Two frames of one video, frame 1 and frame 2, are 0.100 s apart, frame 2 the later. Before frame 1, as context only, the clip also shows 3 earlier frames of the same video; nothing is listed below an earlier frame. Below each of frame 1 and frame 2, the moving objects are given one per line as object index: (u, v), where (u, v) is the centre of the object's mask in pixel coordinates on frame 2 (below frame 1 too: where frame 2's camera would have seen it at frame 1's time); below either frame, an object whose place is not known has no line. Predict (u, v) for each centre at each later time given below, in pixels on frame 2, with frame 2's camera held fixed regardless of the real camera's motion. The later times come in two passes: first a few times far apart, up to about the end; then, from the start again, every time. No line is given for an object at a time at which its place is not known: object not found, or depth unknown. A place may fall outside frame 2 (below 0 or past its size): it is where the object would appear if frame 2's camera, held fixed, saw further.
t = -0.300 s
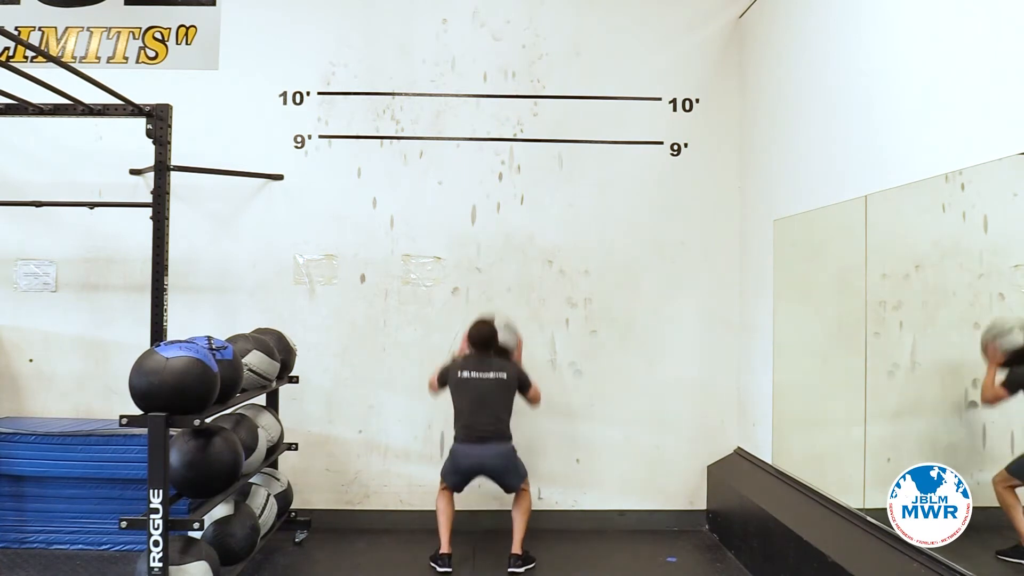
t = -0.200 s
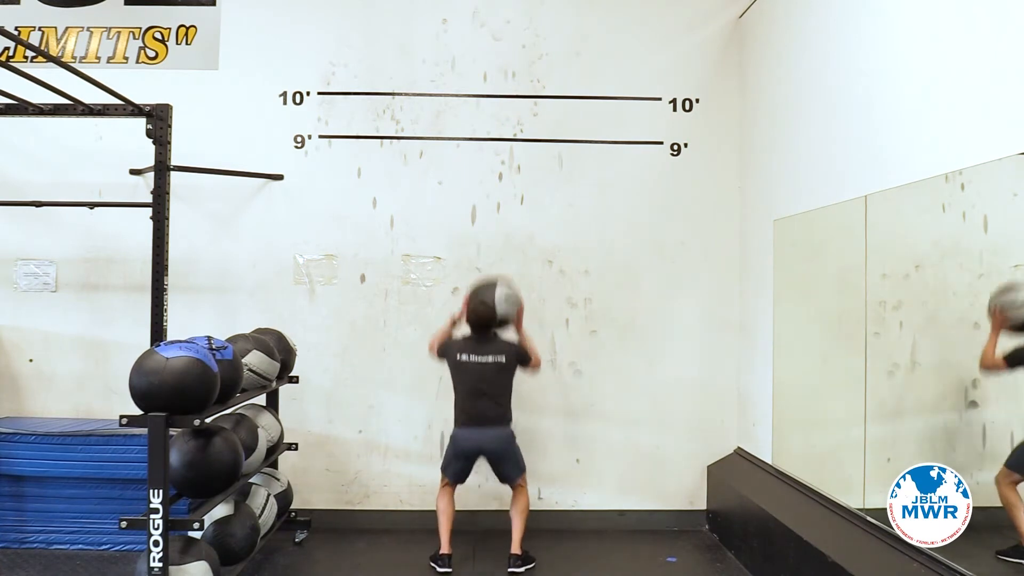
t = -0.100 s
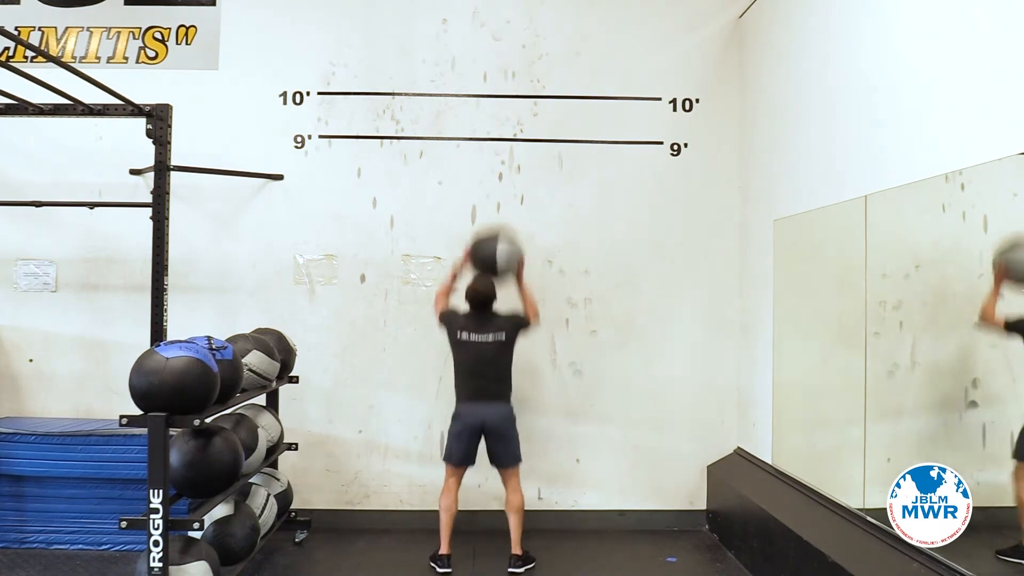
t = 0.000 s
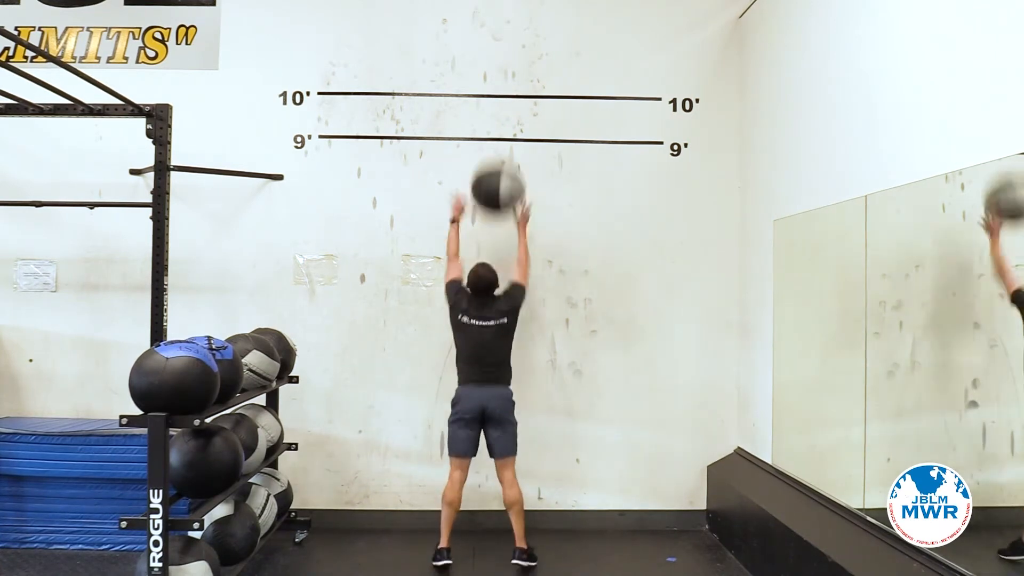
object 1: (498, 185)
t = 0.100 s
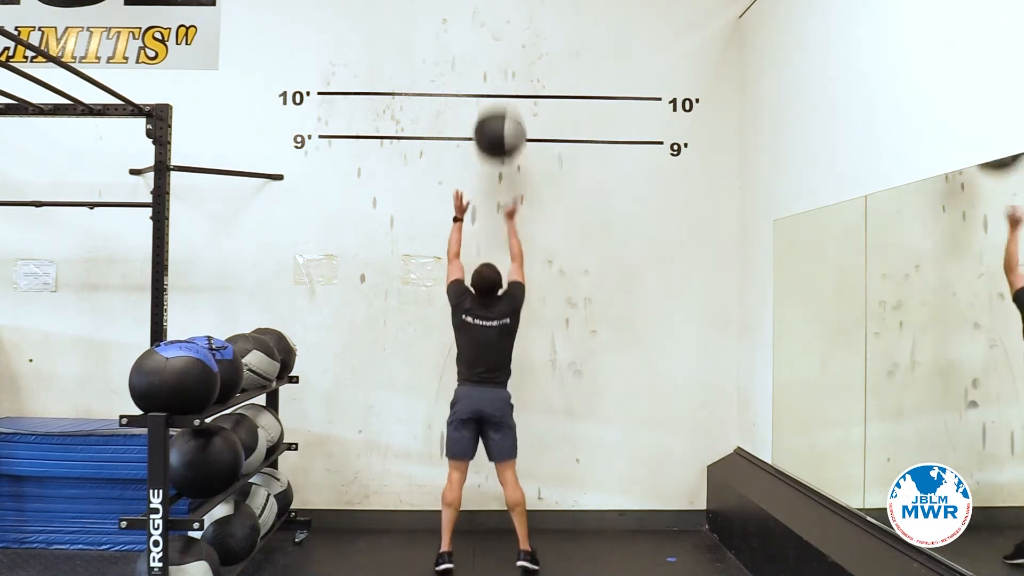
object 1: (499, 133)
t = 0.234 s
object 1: (501, 88)
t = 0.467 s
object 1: (504, 66)
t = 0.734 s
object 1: (505, 133)
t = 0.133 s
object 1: (500, 120)
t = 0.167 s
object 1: (500, 108)
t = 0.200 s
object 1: (501, 96)
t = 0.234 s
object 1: (501, 88)
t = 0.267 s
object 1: (502, 81)
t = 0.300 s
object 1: (502, 76)
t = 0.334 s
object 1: (503, 71)
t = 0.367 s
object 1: (503, 68)
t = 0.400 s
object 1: (504, 66)
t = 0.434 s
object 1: (504, 65)
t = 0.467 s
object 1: (504, 66)
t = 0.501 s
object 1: (504, 69)
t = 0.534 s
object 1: (505, 73)
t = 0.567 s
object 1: (505, 79)
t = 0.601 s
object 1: (505, 86)
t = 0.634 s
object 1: (505, 95)
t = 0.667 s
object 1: (505, 106)
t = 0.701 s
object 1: (506, 120)
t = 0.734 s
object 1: (505, 133)
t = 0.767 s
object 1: (505, 149)
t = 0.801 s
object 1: (505, 169)
